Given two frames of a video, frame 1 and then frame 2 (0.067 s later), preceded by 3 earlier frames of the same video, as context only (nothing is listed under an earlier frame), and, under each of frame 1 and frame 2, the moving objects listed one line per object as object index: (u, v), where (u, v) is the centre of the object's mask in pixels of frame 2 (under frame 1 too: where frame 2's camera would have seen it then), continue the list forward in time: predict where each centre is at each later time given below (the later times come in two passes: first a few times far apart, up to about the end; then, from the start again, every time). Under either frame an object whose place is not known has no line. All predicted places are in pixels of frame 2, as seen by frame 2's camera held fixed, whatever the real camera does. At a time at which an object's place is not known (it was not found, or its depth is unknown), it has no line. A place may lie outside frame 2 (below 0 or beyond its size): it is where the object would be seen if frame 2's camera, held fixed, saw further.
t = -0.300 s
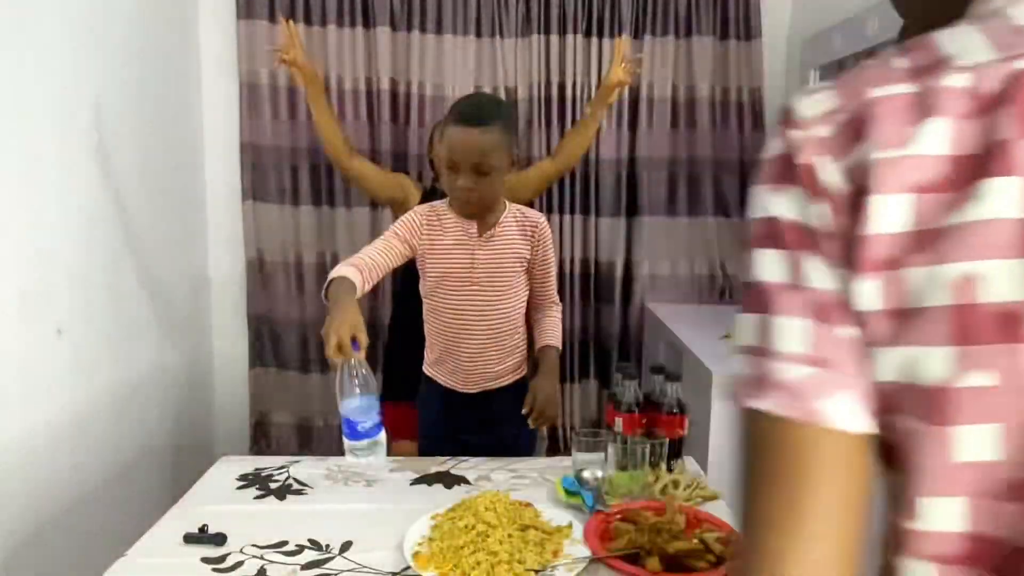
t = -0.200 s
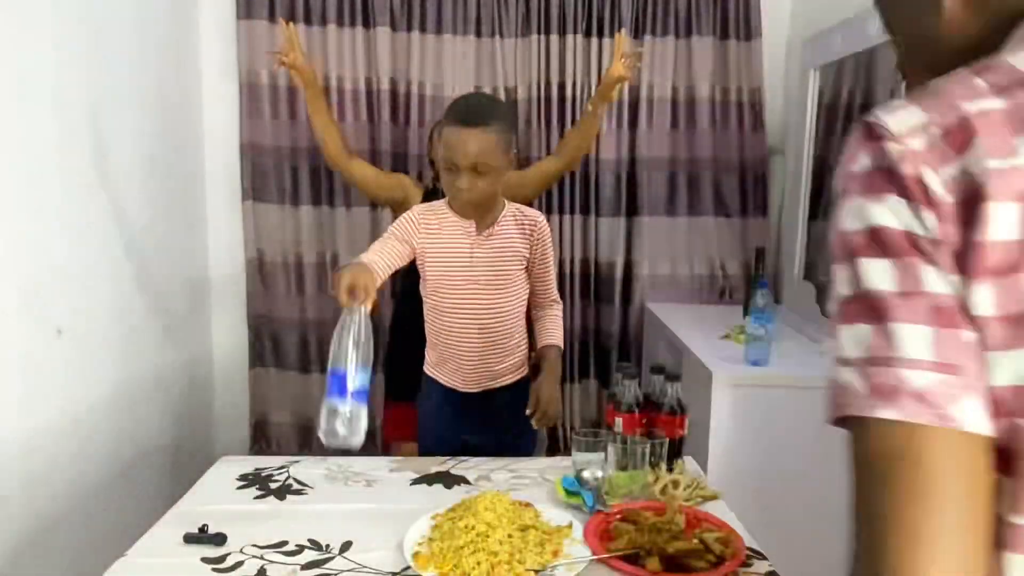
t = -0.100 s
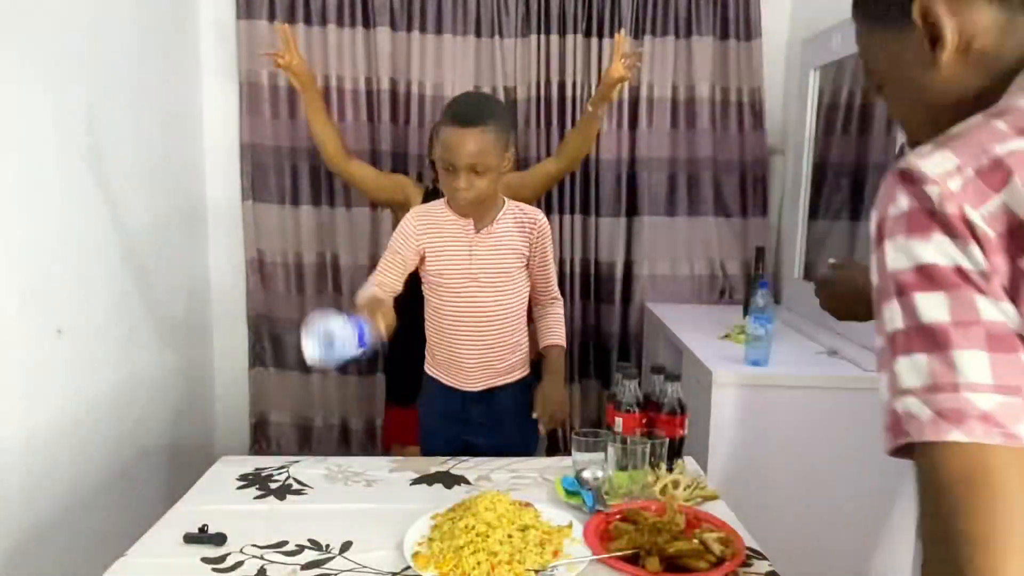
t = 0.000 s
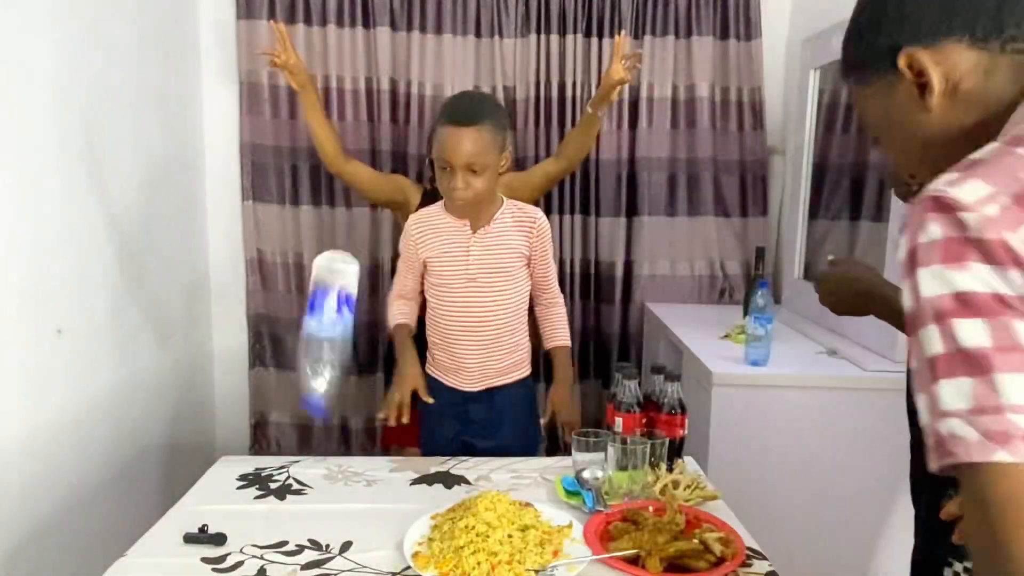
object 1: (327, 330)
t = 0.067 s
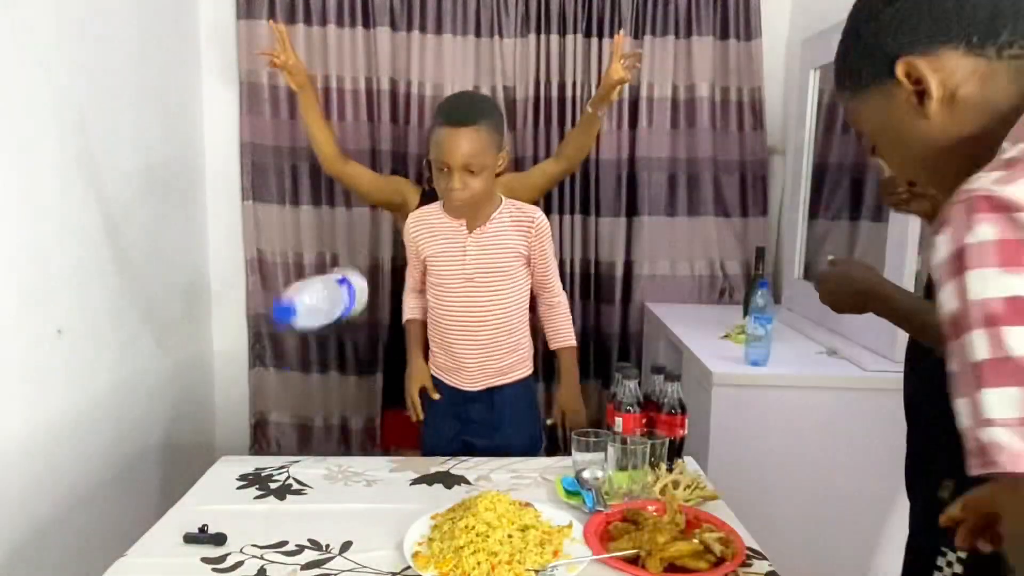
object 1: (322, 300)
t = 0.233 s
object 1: (327, 412)
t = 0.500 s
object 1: (302, 517)
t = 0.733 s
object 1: (285, 517)
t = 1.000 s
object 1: (270, 513)
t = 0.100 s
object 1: (325, 306)
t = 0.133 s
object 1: (326, 323)
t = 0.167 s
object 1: (328, 348)
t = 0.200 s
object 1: (329, 382)
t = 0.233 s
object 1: (327, 412)
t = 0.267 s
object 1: (328, 455)
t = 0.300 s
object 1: (323, 455)
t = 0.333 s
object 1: (319, 457)
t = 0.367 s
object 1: (315, 461)
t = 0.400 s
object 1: (310, 467)
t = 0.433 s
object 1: (306, 479)
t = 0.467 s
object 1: (302, 498)
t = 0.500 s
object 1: (302, 517)
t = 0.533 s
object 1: (300, 516)
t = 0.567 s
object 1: (301, 516)
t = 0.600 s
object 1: (300, 515)
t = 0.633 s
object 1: (295, 515)
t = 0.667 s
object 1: (293, 515)
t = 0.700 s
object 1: (292, 514)
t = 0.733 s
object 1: (285, 517)
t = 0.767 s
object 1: (283, 516)
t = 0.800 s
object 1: (282, 515)
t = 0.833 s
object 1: (280, 514)
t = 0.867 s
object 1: (277, 514)
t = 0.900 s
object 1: (276, 513)
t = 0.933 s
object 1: (274, 514)
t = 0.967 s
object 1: (268, 516)
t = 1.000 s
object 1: (270, 513)
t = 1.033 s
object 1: (275, 508)
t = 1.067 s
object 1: (274, 508)
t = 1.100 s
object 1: (269, 513)
